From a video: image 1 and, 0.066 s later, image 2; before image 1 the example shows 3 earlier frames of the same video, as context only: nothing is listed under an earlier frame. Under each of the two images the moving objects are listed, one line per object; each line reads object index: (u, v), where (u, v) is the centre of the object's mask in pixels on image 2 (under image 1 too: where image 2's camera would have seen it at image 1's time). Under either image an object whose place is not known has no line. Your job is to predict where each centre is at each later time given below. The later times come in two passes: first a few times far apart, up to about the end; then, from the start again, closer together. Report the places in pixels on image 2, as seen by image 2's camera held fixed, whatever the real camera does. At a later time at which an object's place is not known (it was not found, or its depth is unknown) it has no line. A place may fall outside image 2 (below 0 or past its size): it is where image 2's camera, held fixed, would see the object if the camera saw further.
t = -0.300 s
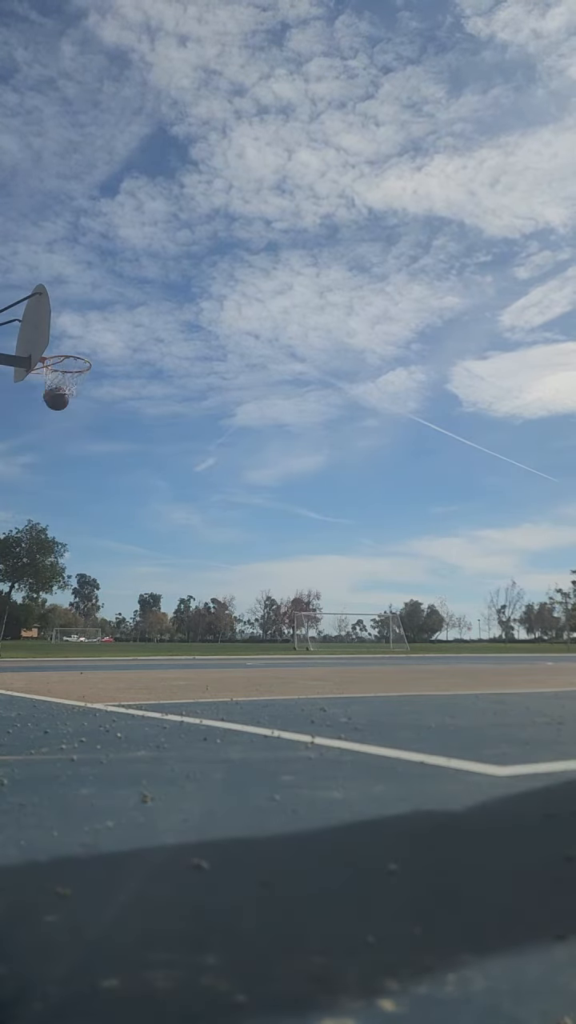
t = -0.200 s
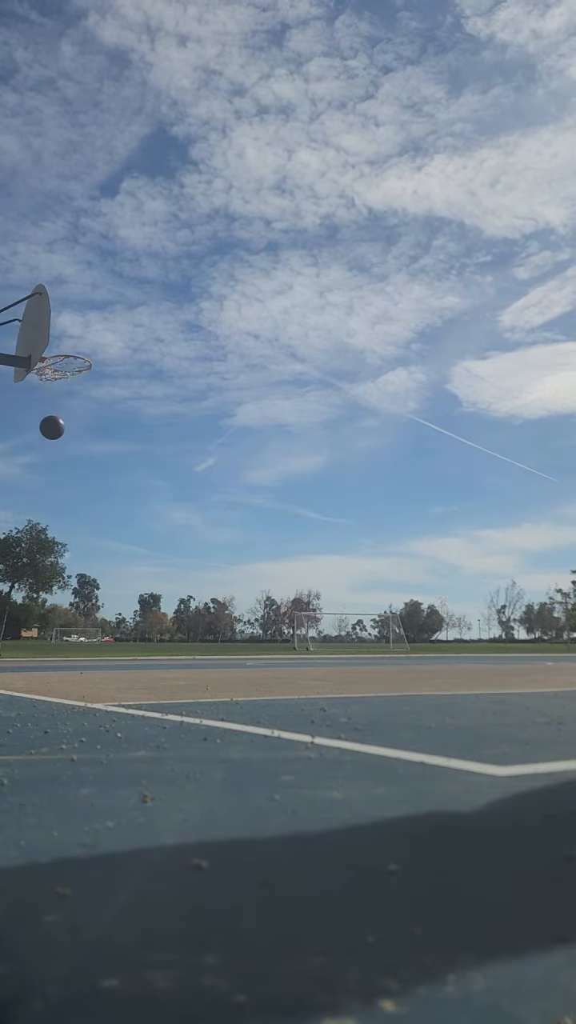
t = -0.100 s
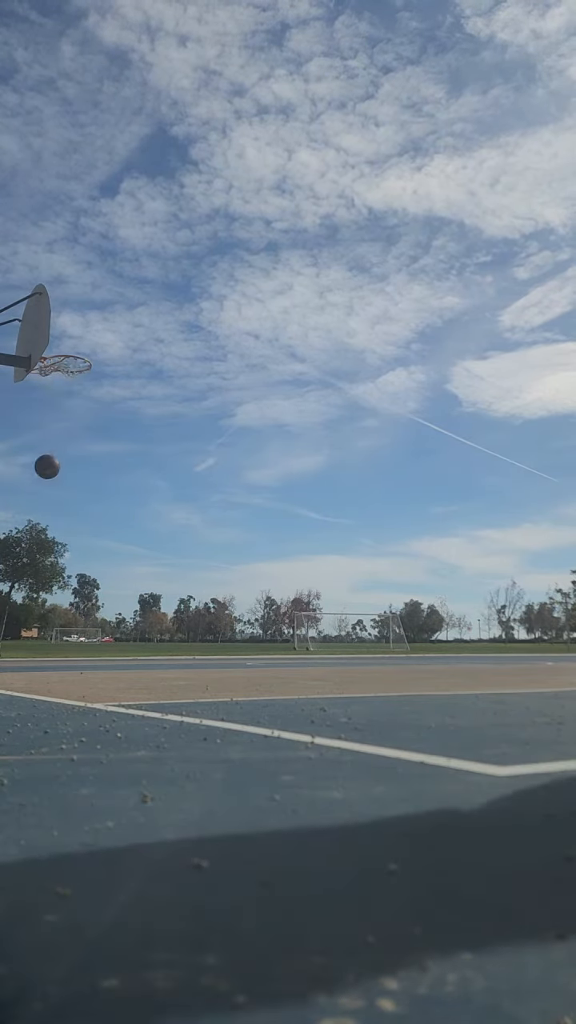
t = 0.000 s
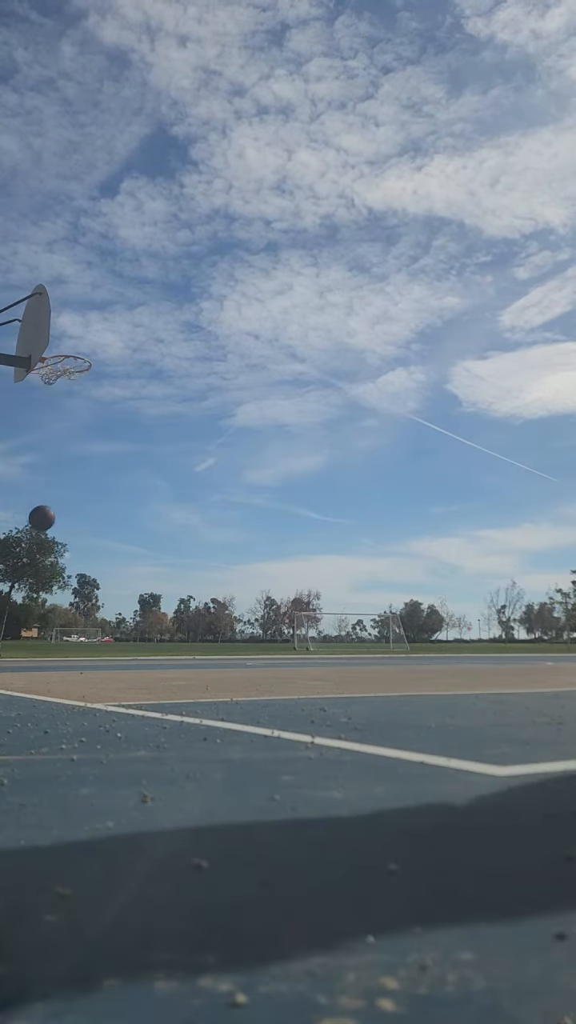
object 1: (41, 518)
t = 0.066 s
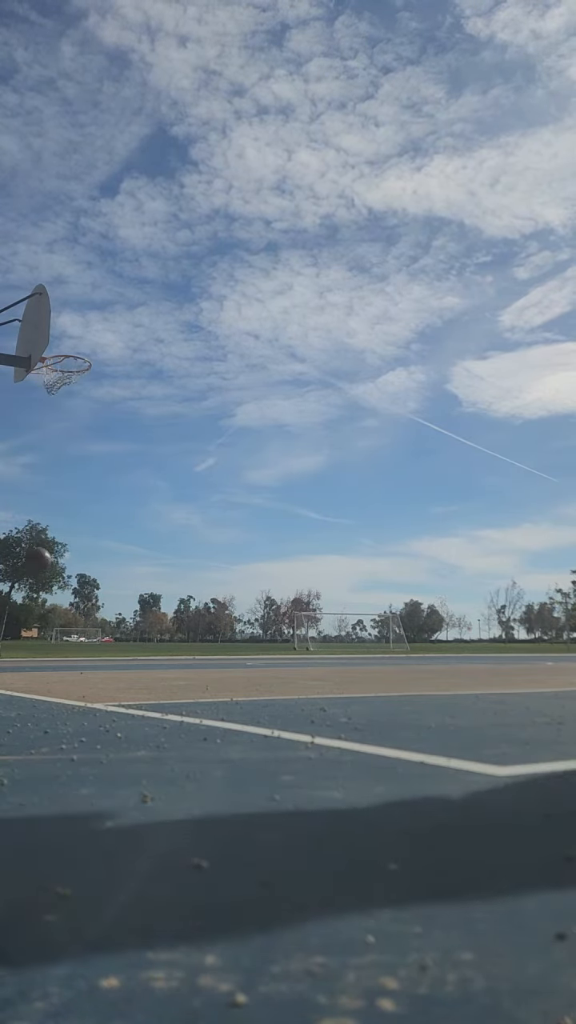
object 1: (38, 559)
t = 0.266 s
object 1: (33, 621)
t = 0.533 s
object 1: (35, 518)
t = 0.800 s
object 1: (36, 490)
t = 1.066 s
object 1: (35, 550)
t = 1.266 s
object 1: (31, 654)
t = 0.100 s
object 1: (35, 585)
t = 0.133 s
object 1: (32, 607)
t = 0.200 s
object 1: (28, 658)
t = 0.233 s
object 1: (29, 639)
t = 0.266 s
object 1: (33, 621)
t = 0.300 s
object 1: (31, 602)
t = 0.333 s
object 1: (31, 588)
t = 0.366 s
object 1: (34, 574)
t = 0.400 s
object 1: (32, 563)
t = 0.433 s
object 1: (33, 547)
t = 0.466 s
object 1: (33, 538)
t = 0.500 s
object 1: (34, 527)
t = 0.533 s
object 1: (35, 518)
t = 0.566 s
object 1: (35, 510)
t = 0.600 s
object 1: (35, 503)
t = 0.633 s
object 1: (36, 498)
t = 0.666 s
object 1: (36, 493)
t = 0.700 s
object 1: (36, 490)
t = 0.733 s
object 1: (36, 489)
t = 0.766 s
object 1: (36, 489)
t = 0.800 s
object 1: (36, 490)
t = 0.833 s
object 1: (36, 493)
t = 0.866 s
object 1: (36, 497)
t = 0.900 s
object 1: (36, 503)
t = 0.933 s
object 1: (36, 509)
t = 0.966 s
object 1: (36, 517)
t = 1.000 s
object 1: (35, 526)
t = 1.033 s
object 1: (35, 538)
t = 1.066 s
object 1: (35, 550)
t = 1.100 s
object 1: (32, 566)
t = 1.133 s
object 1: (35, 582)
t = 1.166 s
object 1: (35, 598)
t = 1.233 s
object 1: (32, 643)
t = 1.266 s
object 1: (31, 654)
